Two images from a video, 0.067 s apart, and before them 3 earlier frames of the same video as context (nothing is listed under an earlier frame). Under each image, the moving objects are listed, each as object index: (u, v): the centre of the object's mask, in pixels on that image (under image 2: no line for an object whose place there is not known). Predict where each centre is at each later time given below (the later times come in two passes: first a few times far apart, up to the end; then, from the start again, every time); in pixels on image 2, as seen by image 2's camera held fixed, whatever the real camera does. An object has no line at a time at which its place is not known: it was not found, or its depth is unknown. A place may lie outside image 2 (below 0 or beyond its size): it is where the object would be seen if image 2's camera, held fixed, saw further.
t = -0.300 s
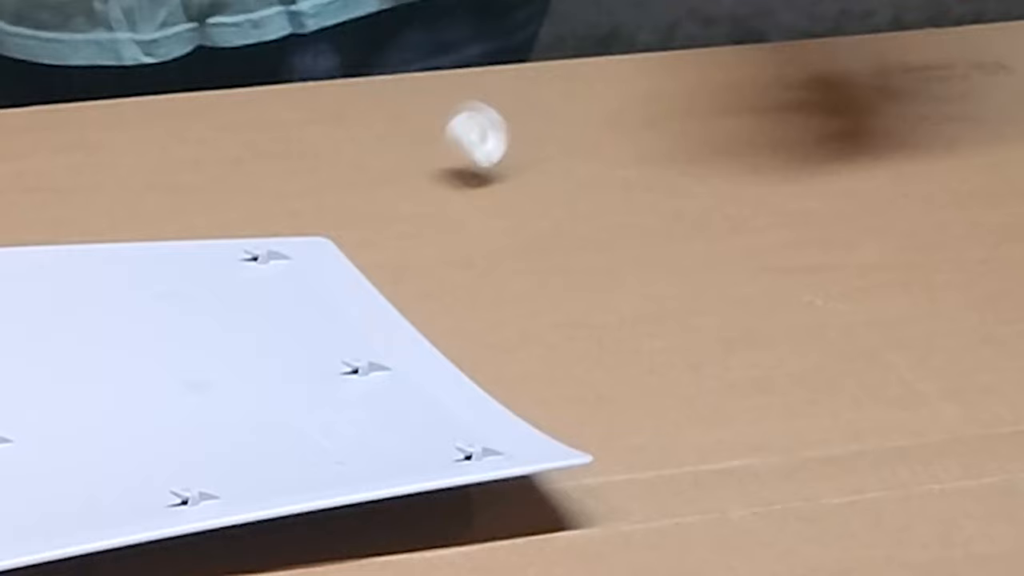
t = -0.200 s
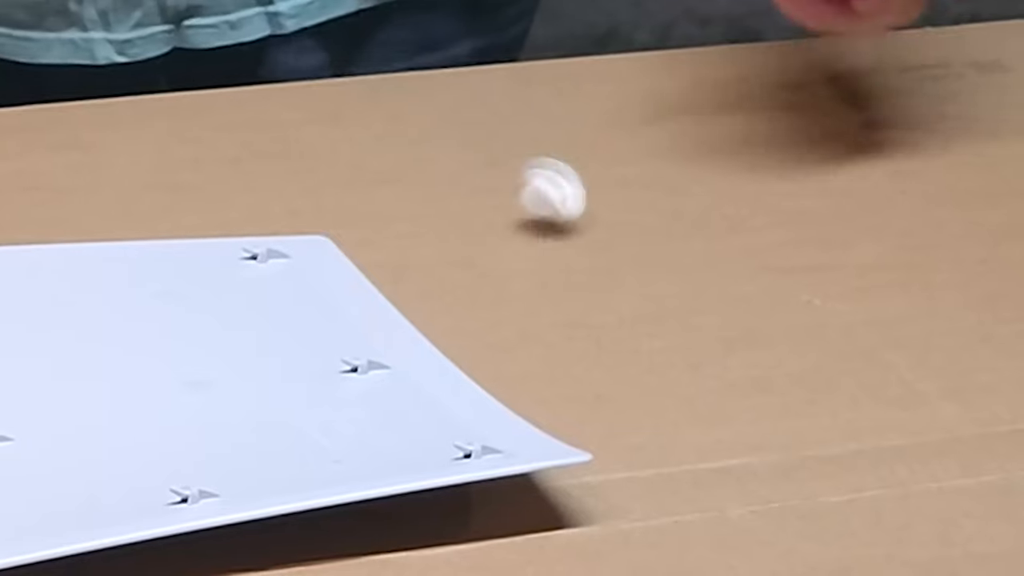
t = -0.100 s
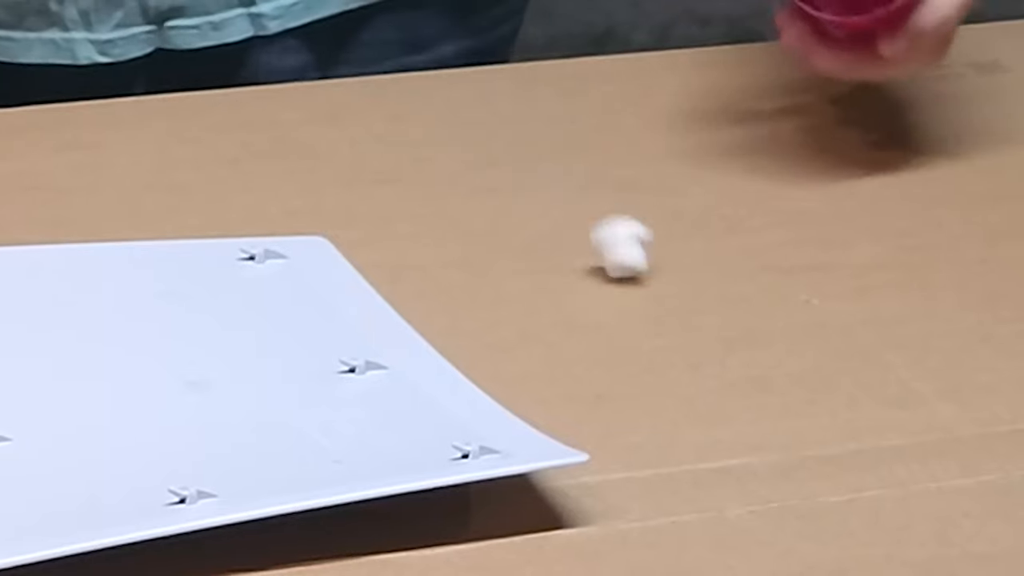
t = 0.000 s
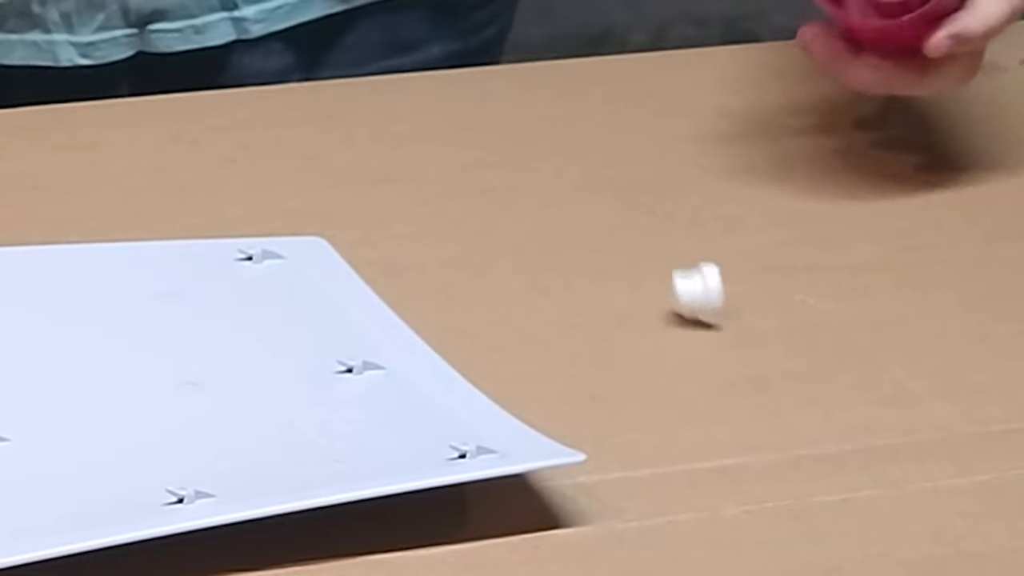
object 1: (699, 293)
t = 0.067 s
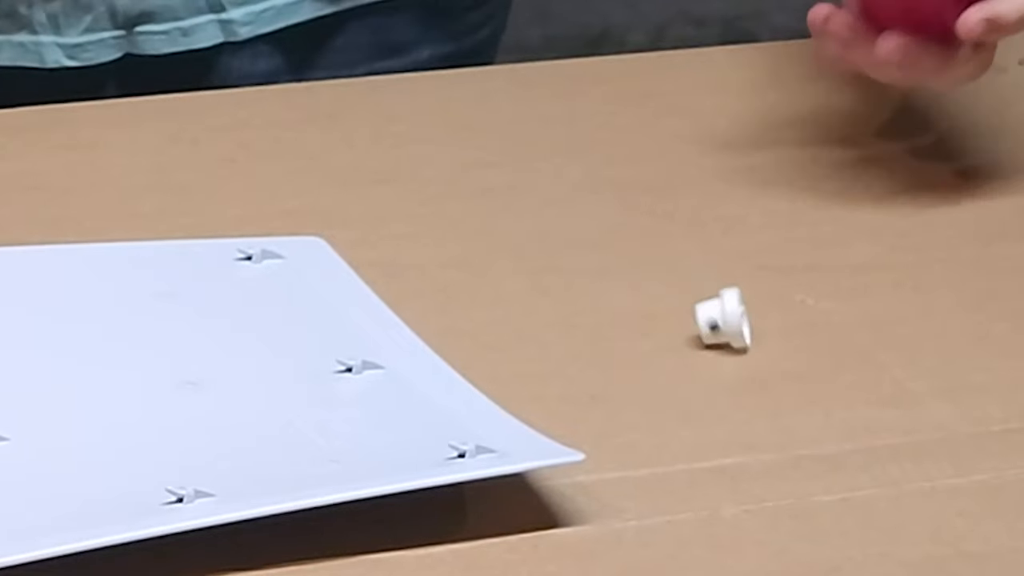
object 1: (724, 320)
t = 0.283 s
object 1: (672, 372)
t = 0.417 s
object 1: (604, 351)
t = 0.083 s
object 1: (729, 326)
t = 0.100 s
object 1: (732, 332)
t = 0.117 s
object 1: (734, 338)
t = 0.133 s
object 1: (736, 343)
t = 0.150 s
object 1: (735, 348)
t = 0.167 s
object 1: (733, 354)
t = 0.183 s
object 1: (728, 358)
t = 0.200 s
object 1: (722, 363)
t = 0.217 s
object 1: (715, 366)
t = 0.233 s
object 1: (706, 370)
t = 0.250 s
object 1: (696, 371)
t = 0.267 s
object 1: (684, 372)
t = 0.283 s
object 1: (672, 372)
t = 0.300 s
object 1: (661, 371)
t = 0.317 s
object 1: (650, 370)
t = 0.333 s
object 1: (640, 367)
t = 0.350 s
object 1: (630, 364)
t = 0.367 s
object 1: (621, 361)
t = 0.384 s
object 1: (614, 358)
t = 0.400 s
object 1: (609, 355)
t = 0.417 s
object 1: (604, 351)
